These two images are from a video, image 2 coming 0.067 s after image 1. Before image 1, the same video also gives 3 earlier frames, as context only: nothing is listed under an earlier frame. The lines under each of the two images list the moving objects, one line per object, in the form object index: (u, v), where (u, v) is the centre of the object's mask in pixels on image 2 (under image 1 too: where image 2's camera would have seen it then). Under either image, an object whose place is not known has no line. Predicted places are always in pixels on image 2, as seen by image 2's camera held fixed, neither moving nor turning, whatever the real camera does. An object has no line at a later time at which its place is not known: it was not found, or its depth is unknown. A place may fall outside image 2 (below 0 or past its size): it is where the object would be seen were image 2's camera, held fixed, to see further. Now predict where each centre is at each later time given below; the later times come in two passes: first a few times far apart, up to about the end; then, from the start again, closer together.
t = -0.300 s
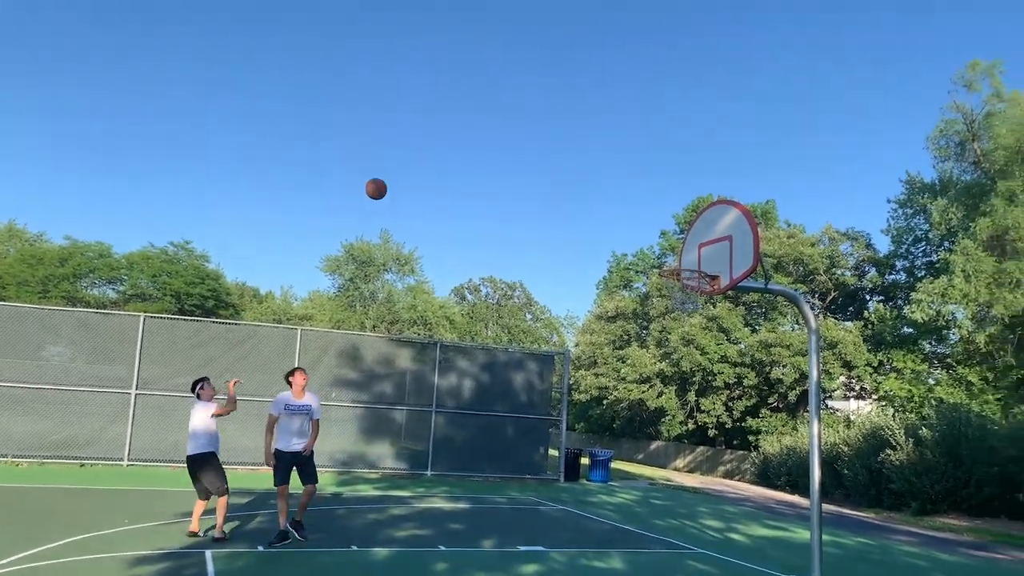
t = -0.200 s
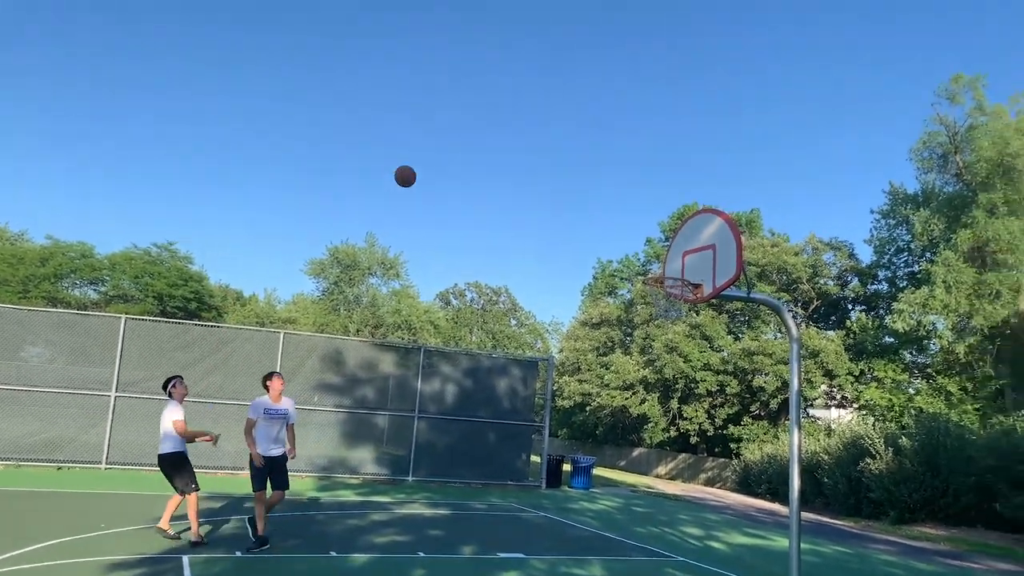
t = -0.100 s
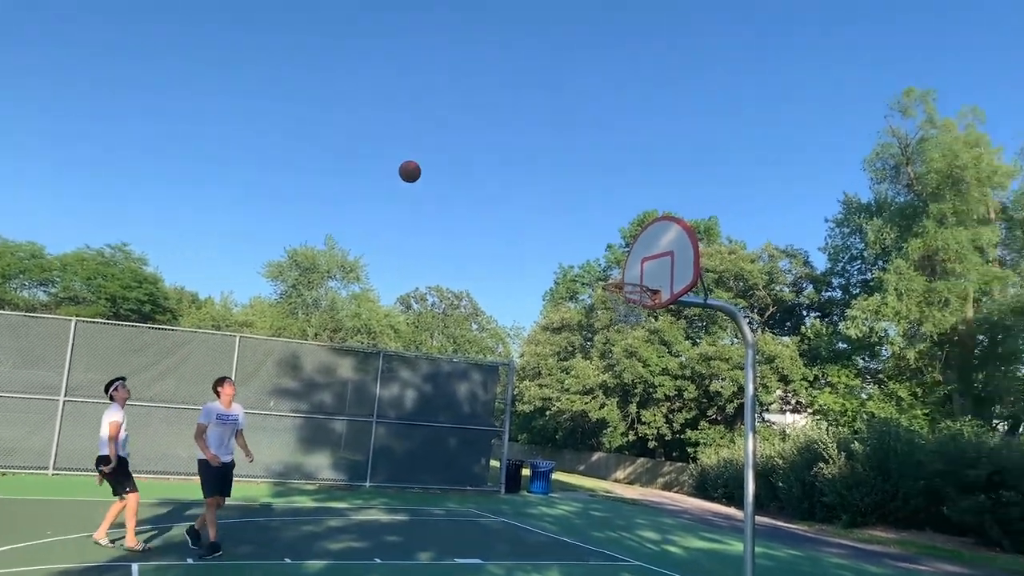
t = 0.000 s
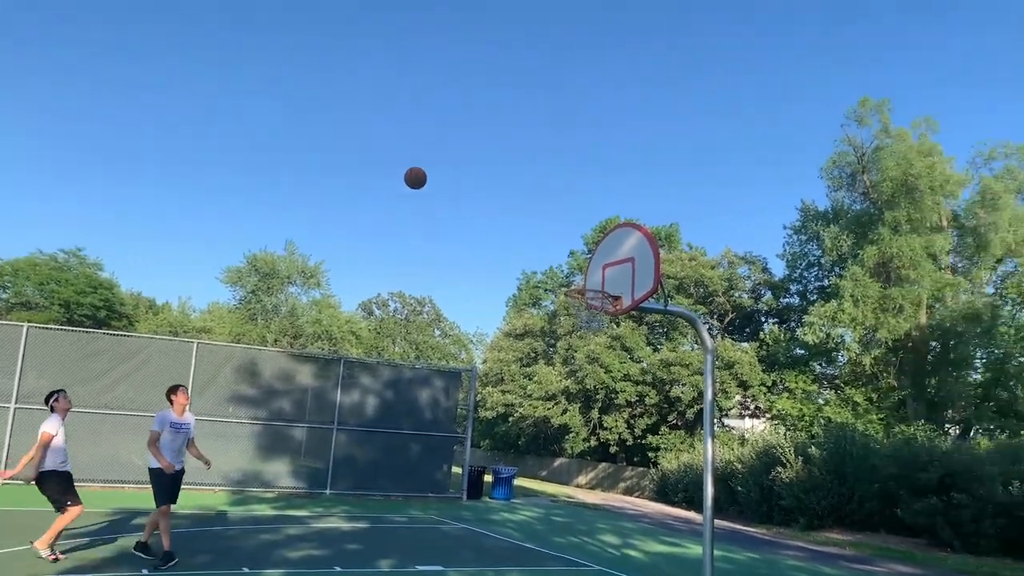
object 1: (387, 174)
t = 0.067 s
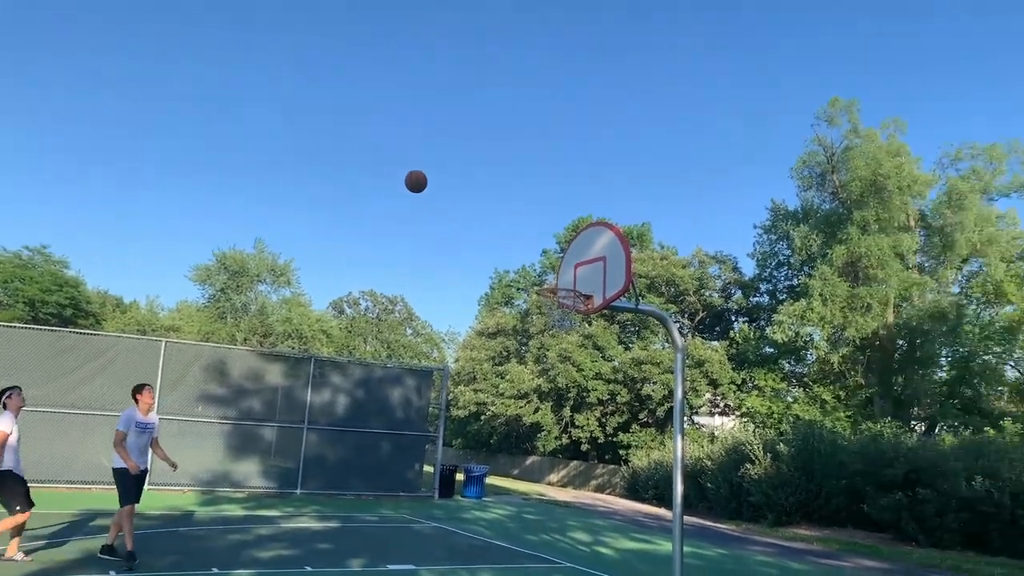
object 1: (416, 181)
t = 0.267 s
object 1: (507, 222)
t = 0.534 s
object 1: (554, 252)
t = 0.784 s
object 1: (497, 215)
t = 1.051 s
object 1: (439, 235)
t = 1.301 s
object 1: (385, 299)
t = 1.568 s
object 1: (330, 416)
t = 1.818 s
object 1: (289, 503)
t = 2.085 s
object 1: (286, 403)
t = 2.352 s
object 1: (277, 358)
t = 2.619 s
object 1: (263, 365)
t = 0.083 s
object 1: (423, 182)
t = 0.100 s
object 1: (431, 185)
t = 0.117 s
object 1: (439, 188)
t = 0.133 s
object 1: (447, 191)
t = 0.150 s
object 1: (454, 194)
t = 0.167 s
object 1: (462, 198)
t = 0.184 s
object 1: (470, 201)
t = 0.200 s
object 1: (477, 205)
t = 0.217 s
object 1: (485, 210)
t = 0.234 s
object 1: (492, 213)
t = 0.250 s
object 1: (499, 218)
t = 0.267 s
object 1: (507, 222)
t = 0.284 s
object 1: (514, 227)
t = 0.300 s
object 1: (522, 232)
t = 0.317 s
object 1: (529, 238)
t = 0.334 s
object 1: (537, 244)
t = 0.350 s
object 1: (545, 251)
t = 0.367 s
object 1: (552, 257)
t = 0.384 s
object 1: (558, 264)
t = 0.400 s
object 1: (566, 272)
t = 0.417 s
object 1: (572, 277)
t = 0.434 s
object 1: (578, 282)
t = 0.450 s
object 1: (574, 277)
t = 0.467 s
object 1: (570, 273)
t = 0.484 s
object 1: (566, 267)
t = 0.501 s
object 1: (562, 262)
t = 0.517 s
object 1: (557, 257)
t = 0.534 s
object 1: (554, 252)
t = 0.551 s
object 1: (550, 248)
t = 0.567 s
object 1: (547, 244)
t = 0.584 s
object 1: (543, 240)
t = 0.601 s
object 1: (539, 236)
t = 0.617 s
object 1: (535, 233)
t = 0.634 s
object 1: (531, 231)
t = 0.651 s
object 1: (527, 228)
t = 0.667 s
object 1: (524, 225)
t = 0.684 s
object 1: (520, 223)
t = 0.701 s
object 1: (516, 221)
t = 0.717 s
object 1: (512, 219)
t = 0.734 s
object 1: (508, 218)
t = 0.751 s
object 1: (505, 217)
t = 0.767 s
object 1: (501, 216)
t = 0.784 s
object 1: (497, 215)
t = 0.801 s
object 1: (493, 215)
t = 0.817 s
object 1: (490, 214)
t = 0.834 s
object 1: (486, 215)
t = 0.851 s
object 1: (482, 215)
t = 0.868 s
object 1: (478, 215)
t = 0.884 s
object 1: (475, 216)
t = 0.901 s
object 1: (471, 217)
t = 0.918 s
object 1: (468, 218)
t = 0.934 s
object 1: (464, 219)
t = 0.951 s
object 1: (460, 221)
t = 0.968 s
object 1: (457, 223)
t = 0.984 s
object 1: (453, 225)
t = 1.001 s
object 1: (450, 227)
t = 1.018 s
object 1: (447, 229)
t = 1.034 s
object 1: (443, 232)
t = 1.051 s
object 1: (439, 235)
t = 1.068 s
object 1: (436, 238)
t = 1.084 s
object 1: (432, 240)
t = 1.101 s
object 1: (428, 244)
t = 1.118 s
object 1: (425, 247)
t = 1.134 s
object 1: (421, 251)
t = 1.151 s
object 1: (417, 255)
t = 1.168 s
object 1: (413, 259)
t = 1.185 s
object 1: (408, 263)
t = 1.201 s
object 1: (405, 268)
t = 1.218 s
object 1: (402, 272)
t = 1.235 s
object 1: (399, 277)
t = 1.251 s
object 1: (396, 283)
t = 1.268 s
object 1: (393, 288)
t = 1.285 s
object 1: (389, 294)
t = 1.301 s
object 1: (385, 299)
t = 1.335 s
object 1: (379, 312)
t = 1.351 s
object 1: (376, 319)
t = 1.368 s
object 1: (373, 325)
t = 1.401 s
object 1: (366, 338)
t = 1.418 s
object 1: (362, 346)
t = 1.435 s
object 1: (357, 353)
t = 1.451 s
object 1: (354, 360)
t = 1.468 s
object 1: (351, 367)
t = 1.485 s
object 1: (346, 375)
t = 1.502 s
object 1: (342, 383)
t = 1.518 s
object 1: (339, 391)
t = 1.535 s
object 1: (336, 399)
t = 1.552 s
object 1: (333, 406)
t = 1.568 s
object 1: (330, 416)
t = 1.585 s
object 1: (326, 425)
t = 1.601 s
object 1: (323, 434)
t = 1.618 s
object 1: (319, 444)
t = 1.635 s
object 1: (316, 453)
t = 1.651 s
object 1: (313, 463)
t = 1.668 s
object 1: (308, 472)
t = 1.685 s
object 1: (305, 482)
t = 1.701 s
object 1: (301, 494)
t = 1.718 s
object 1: (299, 502)
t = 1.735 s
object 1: (295, 514)
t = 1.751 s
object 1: (291, 526)
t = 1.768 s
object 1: (288, 529)
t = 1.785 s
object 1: (289, 521)
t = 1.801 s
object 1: (288, 512)
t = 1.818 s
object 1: (289, 503)
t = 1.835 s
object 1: (290, 496)
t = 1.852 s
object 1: (289, 488)
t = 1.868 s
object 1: (290, 480)
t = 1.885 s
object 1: (290, 472)
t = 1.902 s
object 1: (289, 465)
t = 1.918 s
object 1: (289, 459)
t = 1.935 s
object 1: (289, 452)
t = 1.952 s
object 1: (287, 444)
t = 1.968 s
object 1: (287, 439)
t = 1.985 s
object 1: (287, 433)
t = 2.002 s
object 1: (287, 427)
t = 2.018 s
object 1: (287, 422)
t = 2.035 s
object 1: (287, 416)
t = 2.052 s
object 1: (287, 412)
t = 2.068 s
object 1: (287, 408)
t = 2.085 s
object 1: (286, 403)
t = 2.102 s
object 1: (286, 400)
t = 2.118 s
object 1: (285, 395)
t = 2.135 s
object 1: (285, 389)
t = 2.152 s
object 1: (284, 386)
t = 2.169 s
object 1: (283, 382)
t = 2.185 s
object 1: (283, 379)
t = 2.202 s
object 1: (282, 376)
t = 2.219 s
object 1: (282, 373)
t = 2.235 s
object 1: (281, 370)
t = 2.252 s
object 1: (280, 368)
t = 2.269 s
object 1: (280, 366)
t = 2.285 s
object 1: (279, 364)
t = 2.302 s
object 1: (278, 362)
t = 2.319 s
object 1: (278, 361)
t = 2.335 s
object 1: (277, 359)
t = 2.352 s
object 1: (277, 358)
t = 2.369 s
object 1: (275, 357)
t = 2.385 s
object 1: (275, 357)
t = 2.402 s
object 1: (274, 357)
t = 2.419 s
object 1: (273, 356)
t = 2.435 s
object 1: (273, 356)
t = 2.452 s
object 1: (272, 356)
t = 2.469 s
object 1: (271, 356)
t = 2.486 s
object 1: (270, 357)
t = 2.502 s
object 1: (269, 357)
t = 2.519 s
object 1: (268, 358)
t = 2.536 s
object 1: (268, 358)
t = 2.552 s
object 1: (267, 359)
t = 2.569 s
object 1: (266, 360)
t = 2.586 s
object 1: (266, 361)
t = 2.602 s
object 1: (264, 363)
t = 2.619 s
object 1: (263, 365)
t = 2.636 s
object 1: (262, 368)
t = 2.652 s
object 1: (261, 369)
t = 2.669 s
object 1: (260, 372)
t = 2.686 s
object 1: (258, 375)
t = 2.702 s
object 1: (257, 378)
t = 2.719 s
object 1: (256, 381)
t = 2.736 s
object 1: (255, 384)
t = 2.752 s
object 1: (254, 387)
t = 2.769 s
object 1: (253, 391)
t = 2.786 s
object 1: (252, 394)
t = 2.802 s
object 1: (250, 399)
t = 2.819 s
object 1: (249, 403)
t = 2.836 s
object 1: (248, 408)
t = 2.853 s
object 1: (245, 412)
